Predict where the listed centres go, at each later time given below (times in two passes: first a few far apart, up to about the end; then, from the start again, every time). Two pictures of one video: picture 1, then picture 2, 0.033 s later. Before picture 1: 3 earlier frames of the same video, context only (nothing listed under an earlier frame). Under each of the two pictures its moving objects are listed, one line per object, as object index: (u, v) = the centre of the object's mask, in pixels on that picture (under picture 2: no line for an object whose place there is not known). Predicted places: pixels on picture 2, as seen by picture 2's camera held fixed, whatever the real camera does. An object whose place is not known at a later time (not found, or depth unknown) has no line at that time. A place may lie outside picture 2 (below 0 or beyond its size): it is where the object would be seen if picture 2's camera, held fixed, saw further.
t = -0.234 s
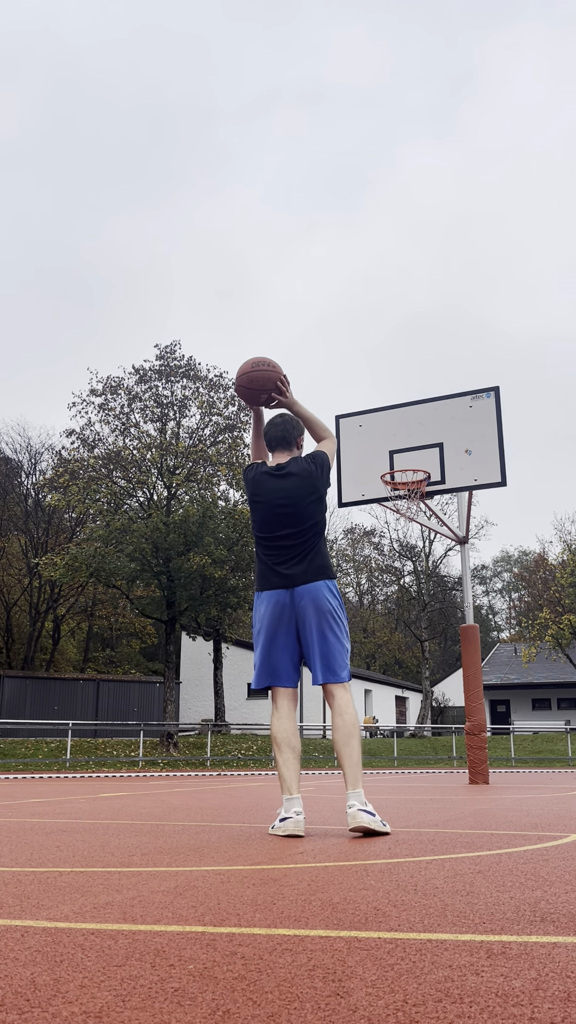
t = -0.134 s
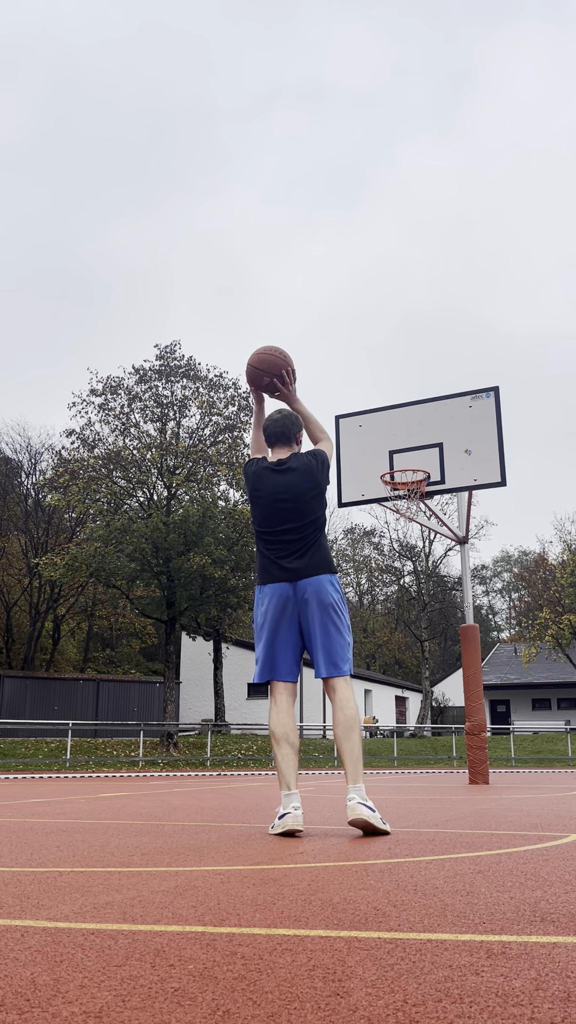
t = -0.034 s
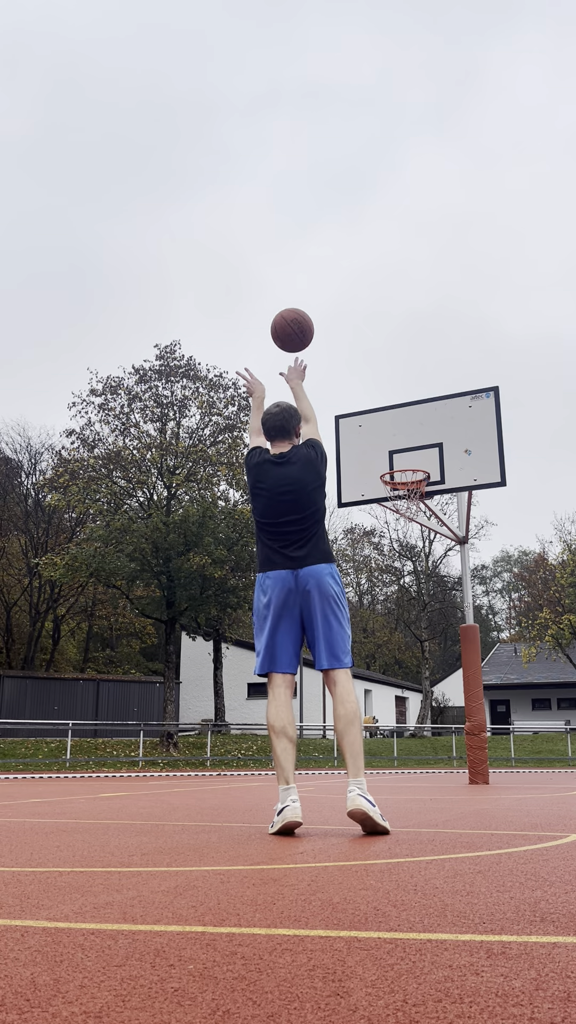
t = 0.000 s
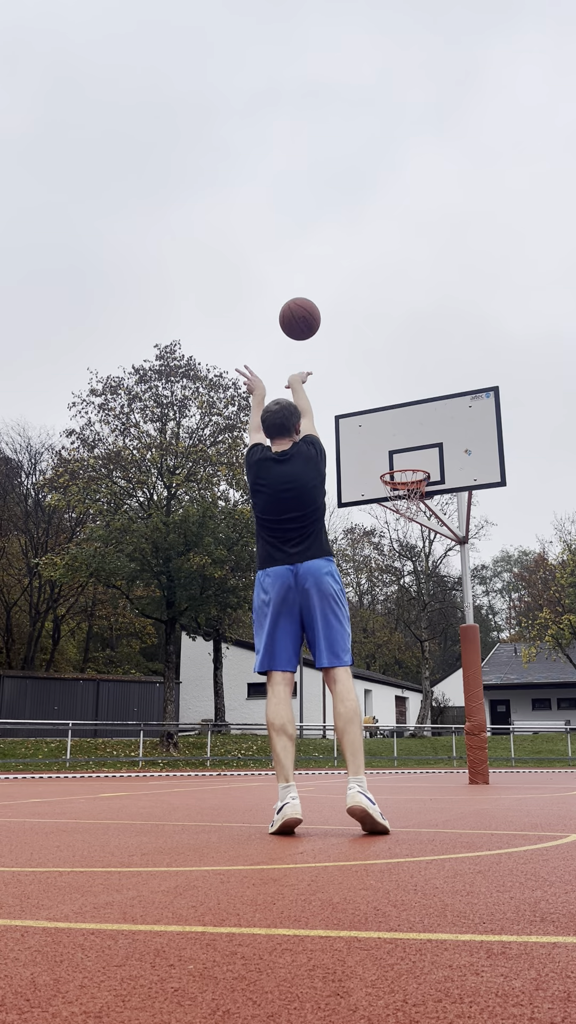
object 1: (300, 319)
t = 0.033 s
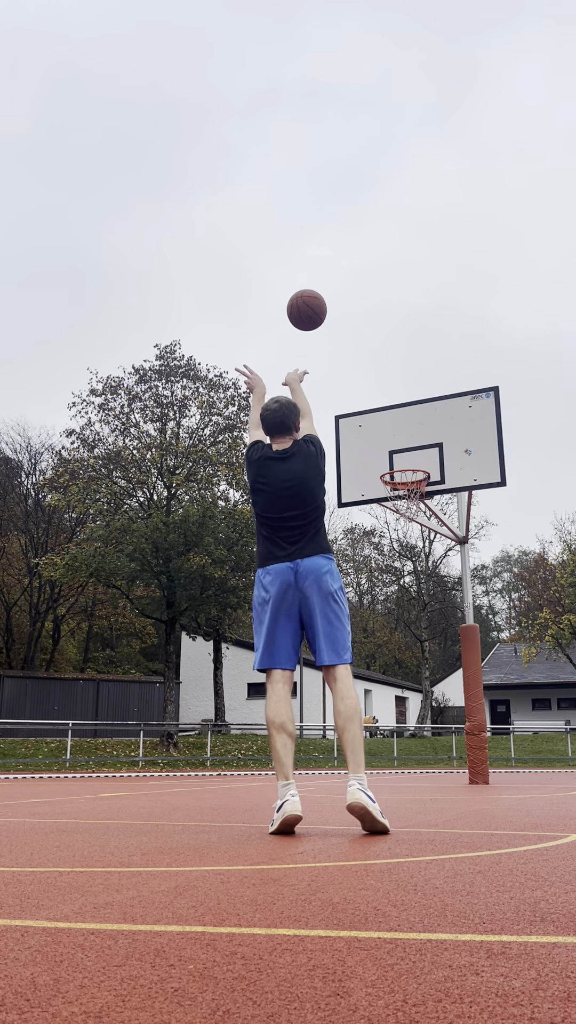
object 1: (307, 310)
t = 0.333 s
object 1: (353, 310)
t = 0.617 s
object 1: (382, 390)
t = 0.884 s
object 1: (402, 507)
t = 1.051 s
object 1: (415, 596)
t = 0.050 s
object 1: (310, 306)
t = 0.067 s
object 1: (313, 303)
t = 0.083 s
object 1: (316, 301)
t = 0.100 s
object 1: (319, 299)
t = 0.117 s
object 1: (322, 297)
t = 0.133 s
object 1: (325, 296)
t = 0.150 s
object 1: (327, 295)
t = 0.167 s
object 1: (330, 295)
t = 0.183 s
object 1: (333, 295)
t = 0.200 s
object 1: (335, 295)
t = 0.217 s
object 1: (338, 296)
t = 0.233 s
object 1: (340, 297)
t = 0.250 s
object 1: (342, 298)
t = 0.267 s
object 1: (345, 300)
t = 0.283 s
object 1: (347, 302)
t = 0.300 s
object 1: (349, 304)
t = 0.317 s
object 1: (351, 307)
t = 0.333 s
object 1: (353, 310)
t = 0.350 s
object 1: (355, 313)
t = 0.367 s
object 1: (357, 316)
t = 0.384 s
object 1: (359, 320)
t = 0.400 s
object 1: (361, 323)
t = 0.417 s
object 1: (363, 327)
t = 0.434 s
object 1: (364, 331)
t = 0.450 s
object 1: (366, 336)
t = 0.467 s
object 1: (368, 340)
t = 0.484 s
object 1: (369, 345)
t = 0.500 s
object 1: (371, 350)
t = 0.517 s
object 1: (373, 355)
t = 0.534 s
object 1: (374, 361)
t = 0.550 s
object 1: (376, 366)
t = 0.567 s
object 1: (377, 372)
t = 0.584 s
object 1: (379, 378)
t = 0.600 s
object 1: (380, 383)
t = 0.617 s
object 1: (382, 390)
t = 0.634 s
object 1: (383, 396)
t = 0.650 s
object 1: (384, 402)
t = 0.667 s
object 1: (386, 409)
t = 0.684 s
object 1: (387, 416)
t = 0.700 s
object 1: (388, 423)
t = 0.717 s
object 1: (390, 430)
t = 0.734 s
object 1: (391, 437)
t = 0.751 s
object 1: (392, 445)
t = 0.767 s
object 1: (394, 452)
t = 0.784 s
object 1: (395, 459)
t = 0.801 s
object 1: (396, 468)
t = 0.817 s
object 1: (397, 477)
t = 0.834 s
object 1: (398, 483)
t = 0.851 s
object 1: (399, 492)
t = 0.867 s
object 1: (401, 499)
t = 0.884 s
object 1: (402, 507)
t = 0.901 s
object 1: (404, 515)
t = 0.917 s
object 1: (405, 524)
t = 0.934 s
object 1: (406, 532)
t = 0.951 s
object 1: (407, 540)
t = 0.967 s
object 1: (408, 549)
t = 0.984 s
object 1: (410, 558)
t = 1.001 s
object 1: (411, 567)
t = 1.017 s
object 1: (412, 576)
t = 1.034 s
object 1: (413, 586)
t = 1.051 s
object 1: (415, 596)
